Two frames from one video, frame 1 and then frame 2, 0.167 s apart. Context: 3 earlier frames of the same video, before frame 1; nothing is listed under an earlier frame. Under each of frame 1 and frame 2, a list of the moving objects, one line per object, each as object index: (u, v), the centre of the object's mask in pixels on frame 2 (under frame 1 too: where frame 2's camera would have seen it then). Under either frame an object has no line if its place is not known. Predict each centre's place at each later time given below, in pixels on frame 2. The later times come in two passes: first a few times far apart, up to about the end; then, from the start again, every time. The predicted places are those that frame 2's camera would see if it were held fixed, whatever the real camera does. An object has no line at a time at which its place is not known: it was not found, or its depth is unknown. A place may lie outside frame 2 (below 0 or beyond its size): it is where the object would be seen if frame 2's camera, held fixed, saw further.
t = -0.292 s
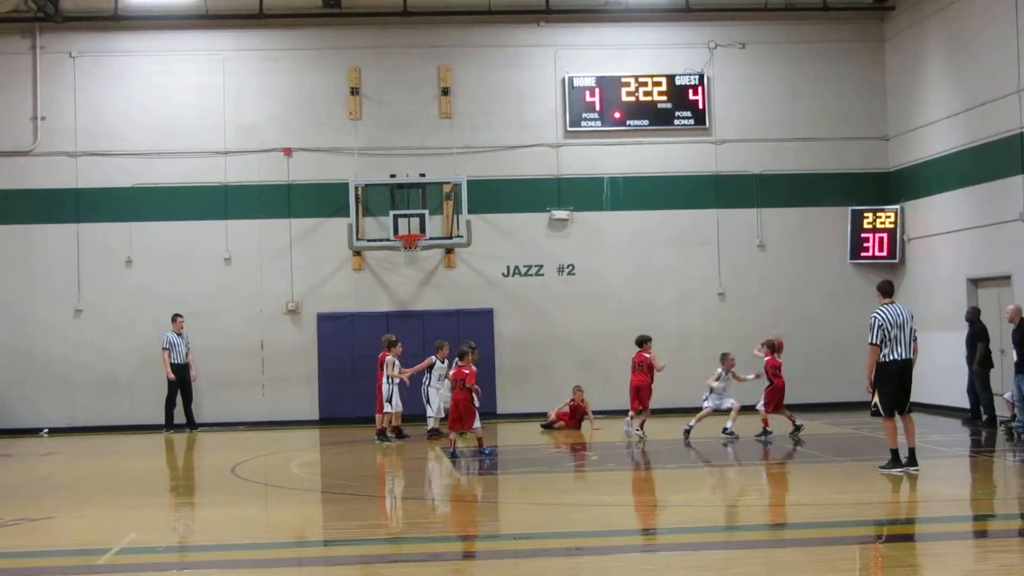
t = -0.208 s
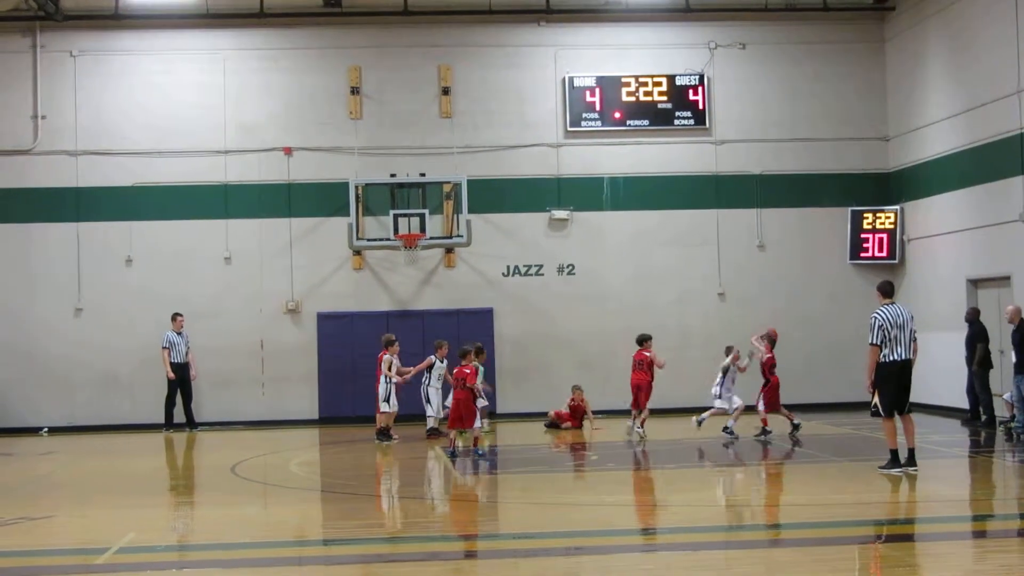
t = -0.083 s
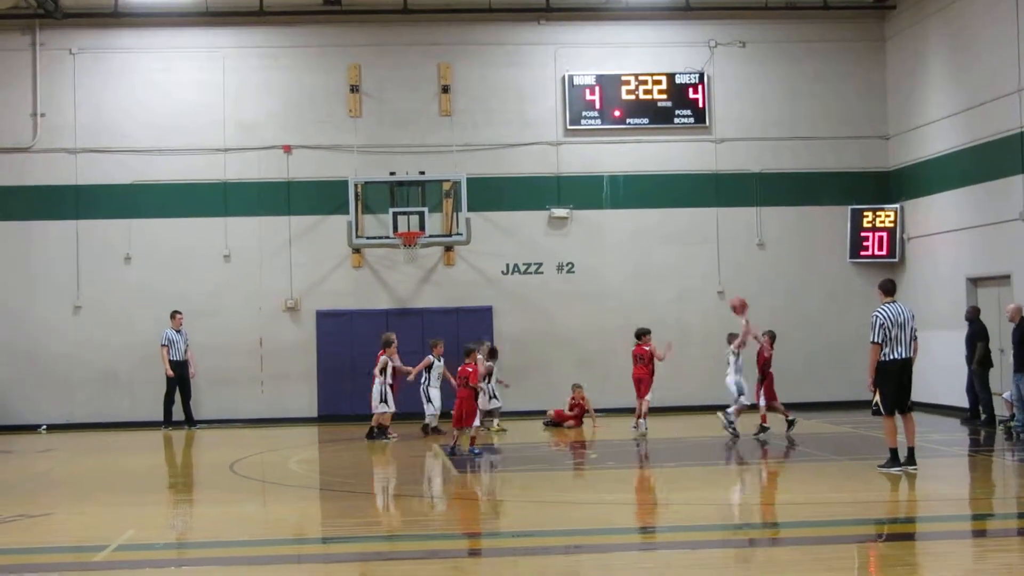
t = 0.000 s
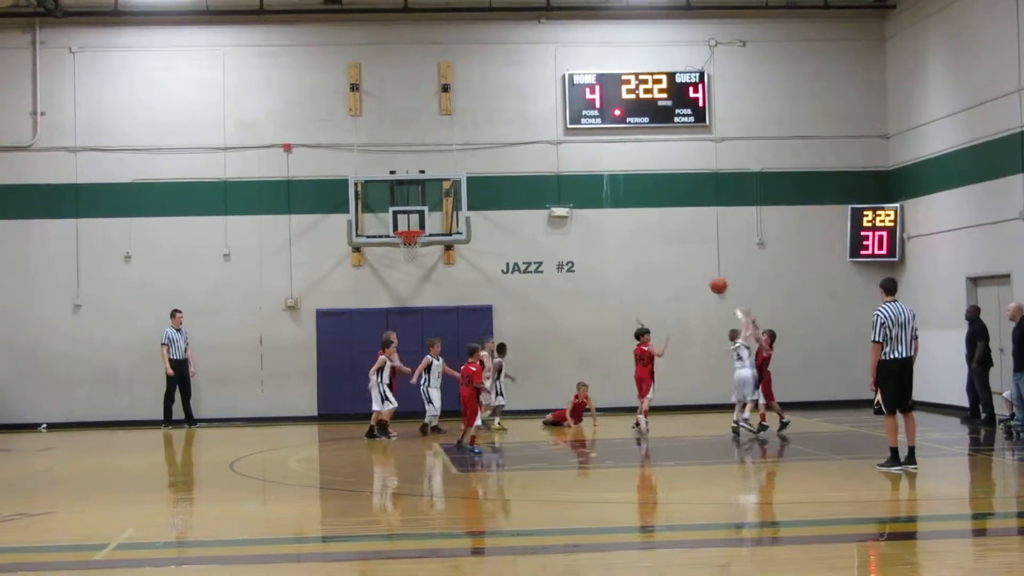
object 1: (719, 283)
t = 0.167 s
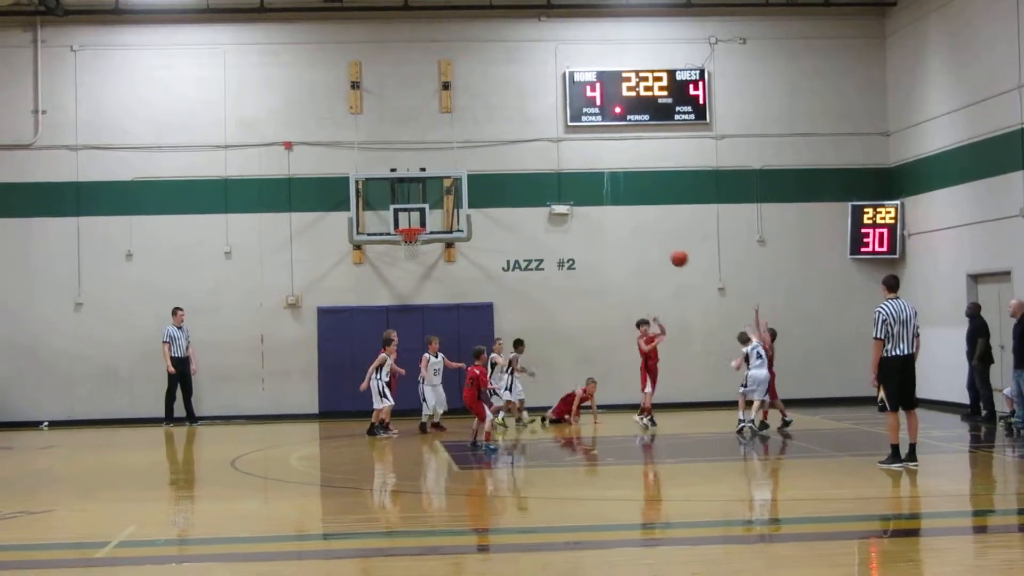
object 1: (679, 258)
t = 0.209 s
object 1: (669, 256)
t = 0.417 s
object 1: (619, 259)
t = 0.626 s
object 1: (569, 295)
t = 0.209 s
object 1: (669, 256)
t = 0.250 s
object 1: (659, 254)
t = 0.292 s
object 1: (649, 253)
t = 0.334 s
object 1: (639, 254)
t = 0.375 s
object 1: (629, 256)
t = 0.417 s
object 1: (619, 259)
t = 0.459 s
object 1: (609, 264)
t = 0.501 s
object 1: (599, 269)
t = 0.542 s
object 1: (589, 276)
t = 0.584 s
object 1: (580, 285)
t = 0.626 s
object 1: (569, 295)
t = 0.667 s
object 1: (560, 306)
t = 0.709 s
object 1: (550, 318)
